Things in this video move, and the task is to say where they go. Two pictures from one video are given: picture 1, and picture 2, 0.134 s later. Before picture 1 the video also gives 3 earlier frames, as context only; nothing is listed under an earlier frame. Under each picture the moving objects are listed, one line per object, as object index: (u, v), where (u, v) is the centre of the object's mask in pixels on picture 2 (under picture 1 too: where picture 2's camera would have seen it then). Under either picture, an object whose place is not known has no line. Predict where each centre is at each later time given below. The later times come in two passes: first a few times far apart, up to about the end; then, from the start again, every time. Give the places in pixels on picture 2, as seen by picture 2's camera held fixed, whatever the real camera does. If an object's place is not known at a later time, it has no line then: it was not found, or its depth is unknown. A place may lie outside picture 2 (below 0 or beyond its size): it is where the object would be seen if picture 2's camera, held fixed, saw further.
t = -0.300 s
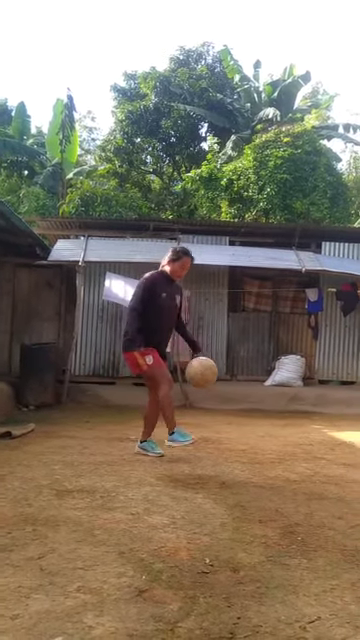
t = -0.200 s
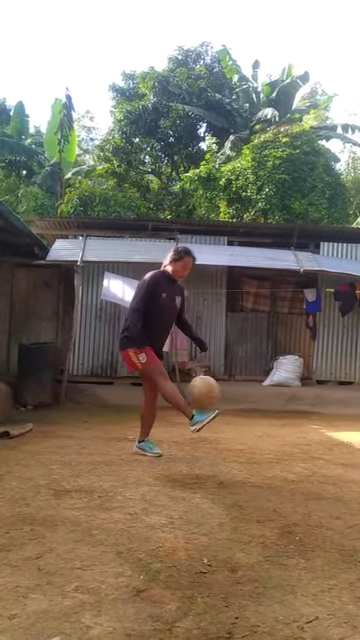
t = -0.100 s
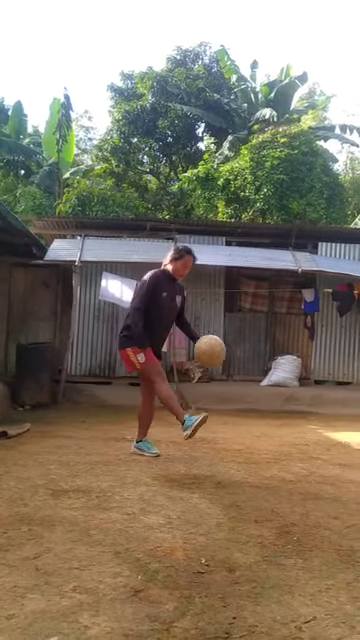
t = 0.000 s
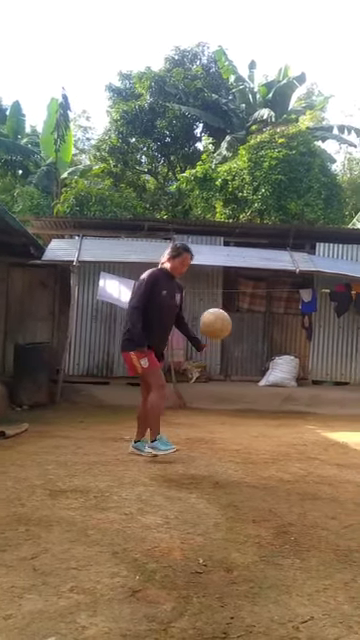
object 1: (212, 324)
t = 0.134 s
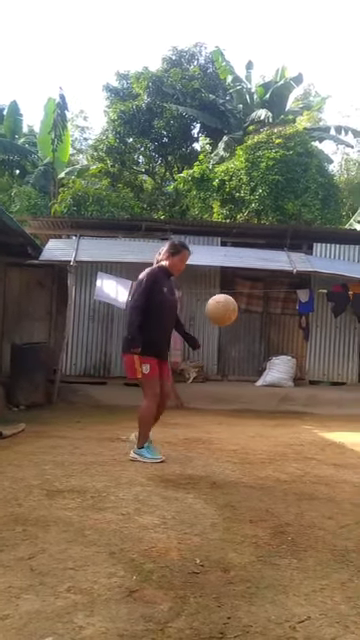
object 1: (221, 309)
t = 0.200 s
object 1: (225, 311)
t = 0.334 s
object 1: (233, 332)
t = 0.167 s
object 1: (223, 310)
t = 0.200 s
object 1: (225, 311)
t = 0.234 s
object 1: (227, 314)
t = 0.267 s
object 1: (229, 318)
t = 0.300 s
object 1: (231, 324)
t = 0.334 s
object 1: (233, 332)
